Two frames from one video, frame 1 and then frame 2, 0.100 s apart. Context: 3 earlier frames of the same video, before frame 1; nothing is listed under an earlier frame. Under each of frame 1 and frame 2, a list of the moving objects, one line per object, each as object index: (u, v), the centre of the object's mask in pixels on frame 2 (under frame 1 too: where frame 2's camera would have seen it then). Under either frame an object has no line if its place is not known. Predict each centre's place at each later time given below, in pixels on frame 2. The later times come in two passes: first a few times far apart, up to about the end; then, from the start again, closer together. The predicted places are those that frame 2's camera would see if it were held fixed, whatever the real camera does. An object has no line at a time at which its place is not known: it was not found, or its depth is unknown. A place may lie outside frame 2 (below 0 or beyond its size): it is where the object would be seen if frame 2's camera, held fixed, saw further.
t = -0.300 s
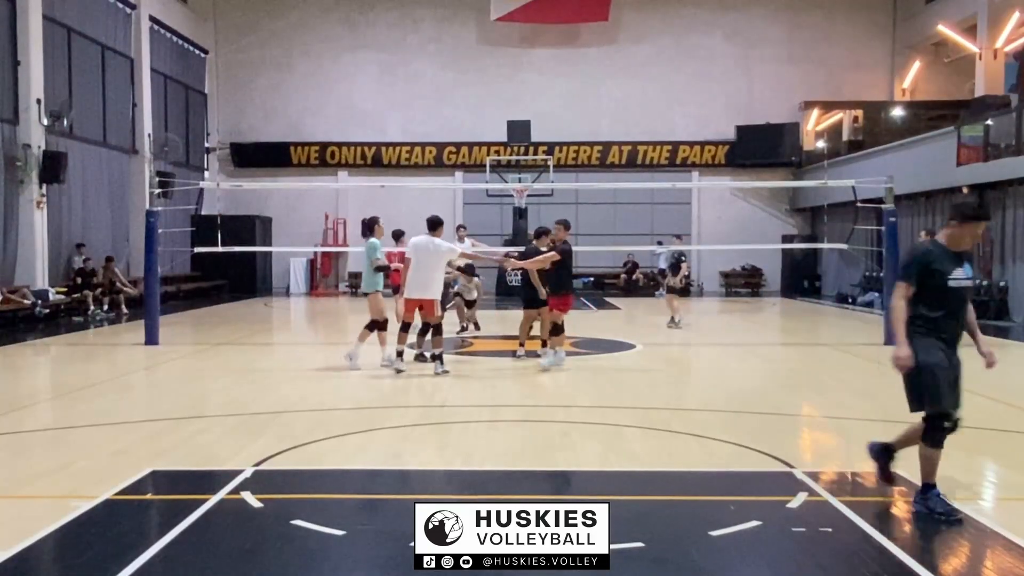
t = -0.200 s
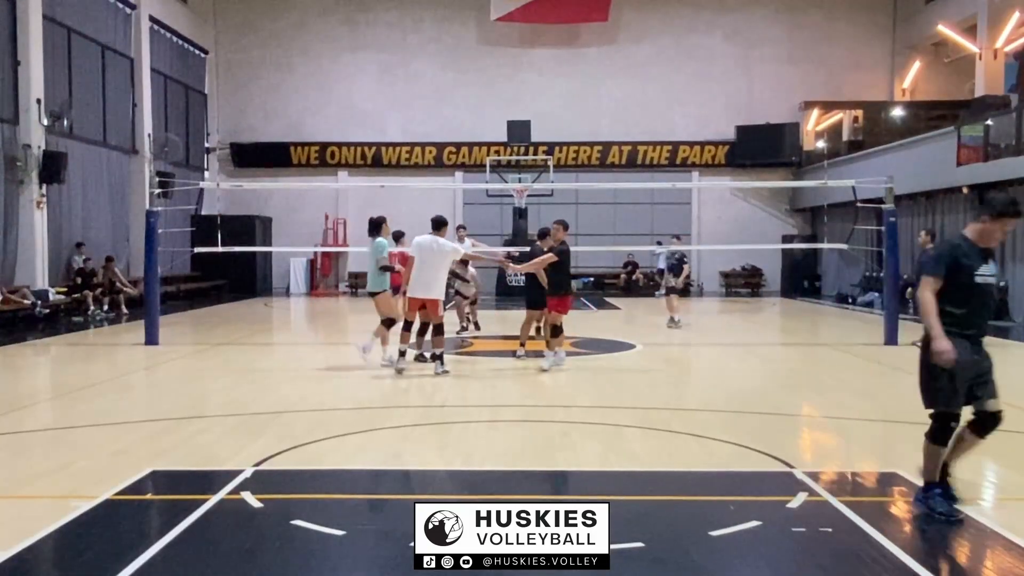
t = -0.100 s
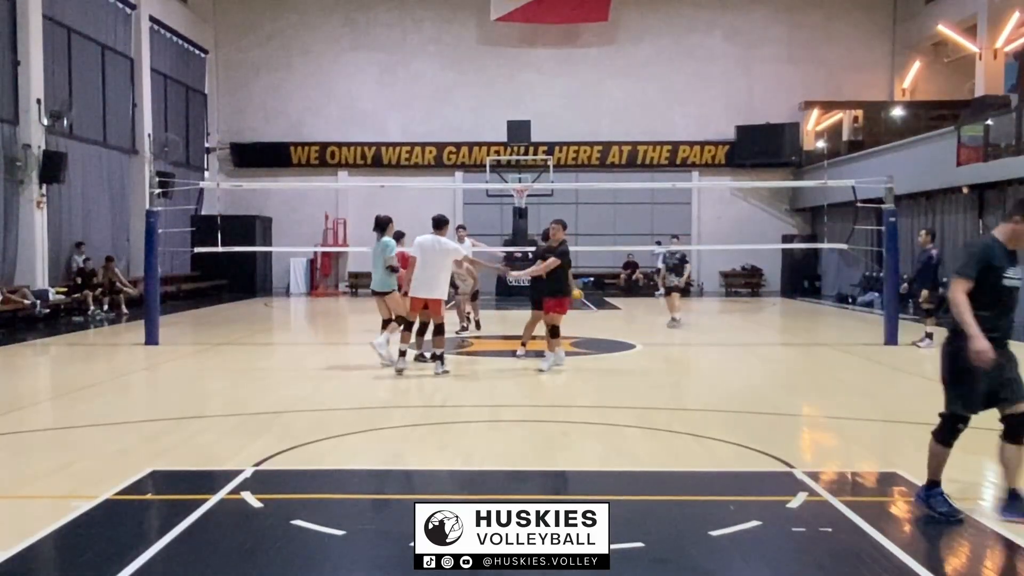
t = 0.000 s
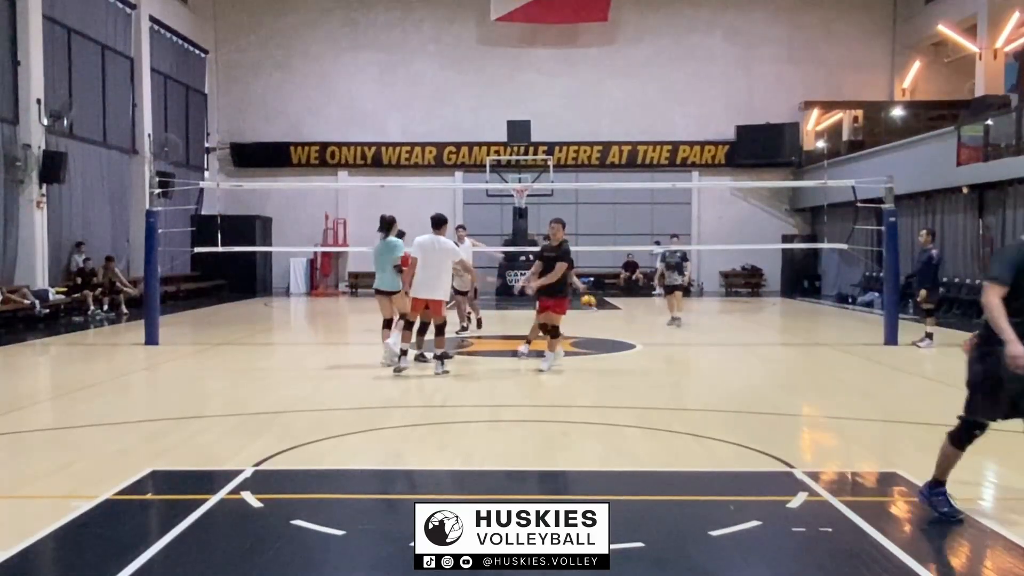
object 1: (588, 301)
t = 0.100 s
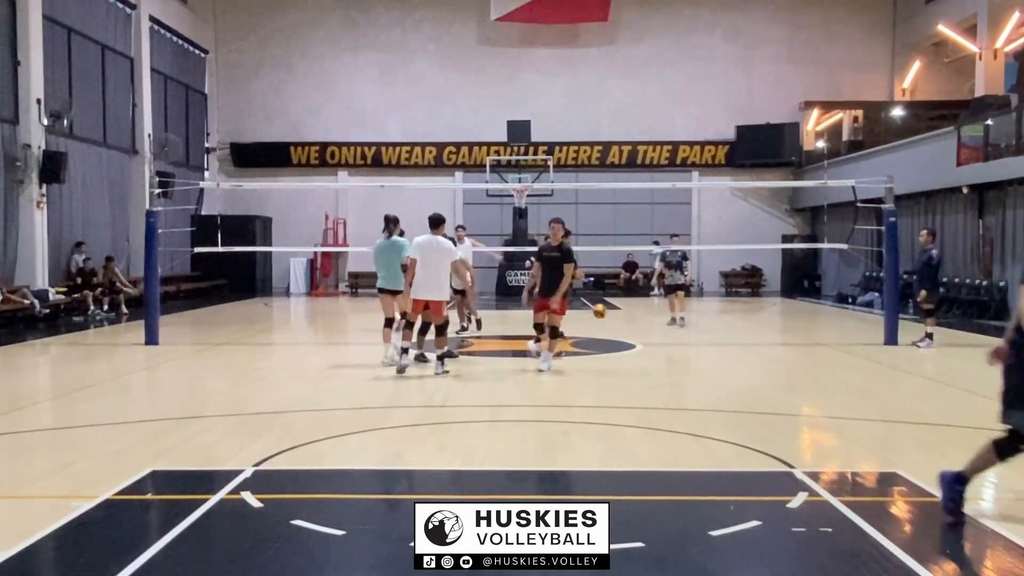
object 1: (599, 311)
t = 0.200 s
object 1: (612, 328)
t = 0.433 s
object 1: (636, 327)
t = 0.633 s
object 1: (655, 326)
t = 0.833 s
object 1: (676, 359)
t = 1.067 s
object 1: (708, 353)
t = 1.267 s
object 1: (741, 369)
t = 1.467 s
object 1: (779, 397)
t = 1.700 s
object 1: (835, 400)
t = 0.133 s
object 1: (603, 316)
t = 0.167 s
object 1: (608, 322)
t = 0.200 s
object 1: (612, 328)
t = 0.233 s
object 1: (617, 336)
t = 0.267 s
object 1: (623, 346)
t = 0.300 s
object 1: (625, 344)
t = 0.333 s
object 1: (627, 339)
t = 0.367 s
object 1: (630, 334)
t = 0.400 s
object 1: (633, 331)
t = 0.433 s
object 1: (636, 327)
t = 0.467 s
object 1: (639, 324)
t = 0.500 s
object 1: (642, 323)
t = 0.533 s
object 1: (645, 323)
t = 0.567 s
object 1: (648, 322)
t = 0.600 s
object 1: (652, 323)
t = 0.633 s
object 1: (655, 326)
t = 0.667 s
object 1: (658, 329)
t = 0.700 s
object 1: (662, 333)
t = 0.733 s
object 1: (665, 338)
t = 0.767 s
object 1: (669, 344)
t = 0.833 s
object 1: (676, 359)
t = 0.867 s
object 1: (681, 370)
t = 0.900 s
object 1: (685, 370)
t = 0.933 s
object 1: (689, 364)
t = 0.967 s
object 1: (693, 361)
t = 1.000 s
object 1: (698, 357)
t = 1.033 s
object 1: (703, 355)
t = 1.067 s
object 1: (708, 353)
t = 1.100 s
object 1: (712, 353)
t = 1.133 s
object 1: (718, 354)
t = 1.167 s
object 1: (724, 356)
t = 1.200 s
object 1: (729, 359)
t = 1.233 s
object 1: (734, 363)
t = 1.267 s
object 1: (741, 369)
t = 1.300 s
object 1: (747, 377)
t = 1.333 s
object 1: (753, 385)
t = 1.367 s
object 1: (759, 395)
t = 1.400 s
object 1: (765, 406)
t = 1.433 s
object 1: (773, 400)
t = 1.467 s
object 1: (779, 397)
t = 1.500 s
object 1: (787, 392)
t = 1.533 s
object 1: (794, 390)
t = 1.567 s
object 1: (802, 390)
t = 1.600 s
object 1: (811, 390)
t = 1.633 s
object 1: (819, 391)
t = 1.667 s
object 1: (827, 395)
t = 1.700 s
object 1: (835, 400)
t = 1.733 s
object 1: (845, 407)
